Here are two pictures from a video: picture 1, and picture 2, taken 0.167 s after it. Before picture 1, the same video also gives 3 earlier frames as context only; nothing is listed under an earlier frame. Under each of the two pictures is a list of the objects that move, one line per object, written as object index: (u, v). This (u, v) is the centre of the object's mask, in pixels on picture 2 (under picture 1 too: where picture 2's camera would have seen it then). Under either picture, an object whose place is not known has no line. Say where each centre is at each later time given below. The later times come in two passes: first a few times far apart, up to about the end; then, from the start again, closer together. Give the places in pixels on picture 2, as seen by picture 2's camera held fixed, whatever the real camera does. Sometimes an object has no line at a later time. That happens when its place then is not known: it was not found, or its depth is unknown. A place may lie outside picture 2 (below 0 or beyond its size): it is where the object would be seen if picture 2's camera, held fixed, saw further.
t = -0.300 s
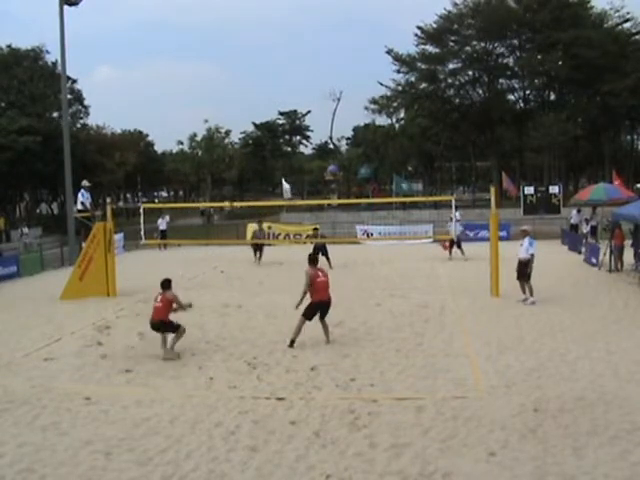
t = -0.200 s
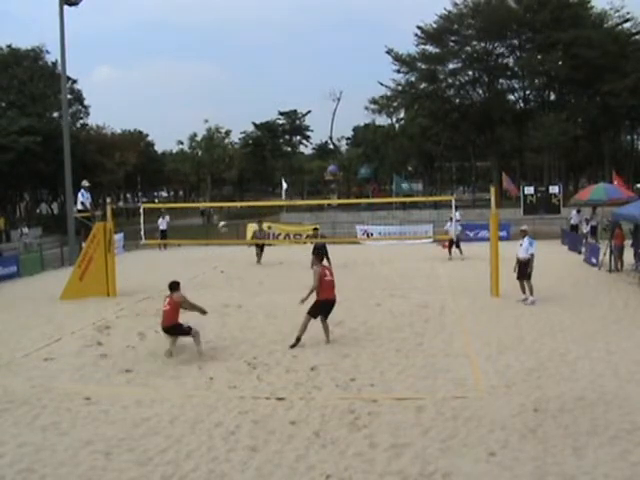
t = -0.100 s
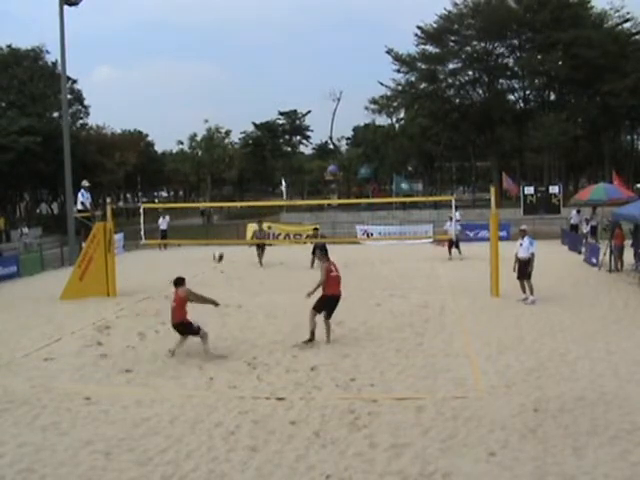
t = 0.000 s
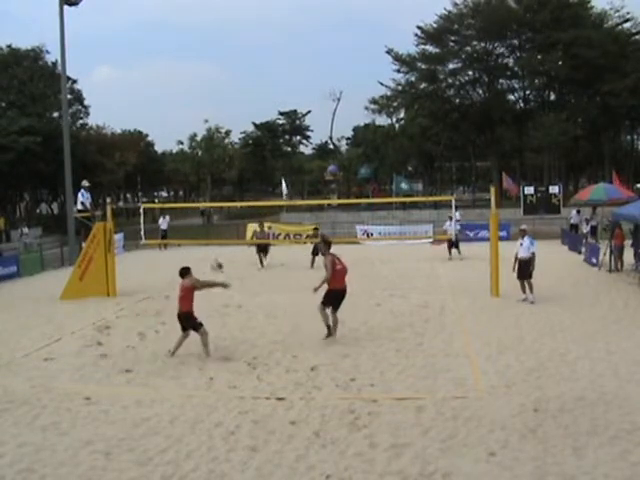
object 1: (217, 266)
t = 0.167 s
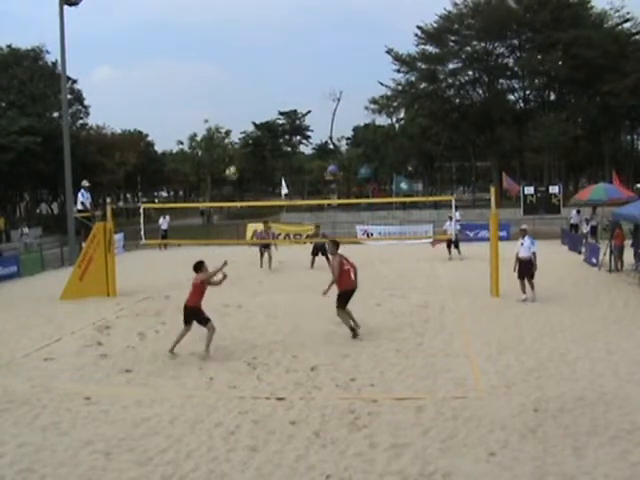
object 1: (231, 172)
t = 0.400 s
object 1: (251, 76)
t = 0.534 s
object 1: (261, 37)
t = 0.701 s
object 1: (273, 4)
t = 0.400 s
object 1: (251, 76)
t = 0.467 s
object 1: (256, 55)
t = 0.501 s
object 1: (258, 46)
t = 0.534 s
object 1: (261, 37)
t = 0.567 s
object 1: (263, 30)
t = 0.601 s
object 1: (266, 22)
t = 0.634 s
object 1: (269, 16)
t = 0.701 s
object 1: (273, 4)
